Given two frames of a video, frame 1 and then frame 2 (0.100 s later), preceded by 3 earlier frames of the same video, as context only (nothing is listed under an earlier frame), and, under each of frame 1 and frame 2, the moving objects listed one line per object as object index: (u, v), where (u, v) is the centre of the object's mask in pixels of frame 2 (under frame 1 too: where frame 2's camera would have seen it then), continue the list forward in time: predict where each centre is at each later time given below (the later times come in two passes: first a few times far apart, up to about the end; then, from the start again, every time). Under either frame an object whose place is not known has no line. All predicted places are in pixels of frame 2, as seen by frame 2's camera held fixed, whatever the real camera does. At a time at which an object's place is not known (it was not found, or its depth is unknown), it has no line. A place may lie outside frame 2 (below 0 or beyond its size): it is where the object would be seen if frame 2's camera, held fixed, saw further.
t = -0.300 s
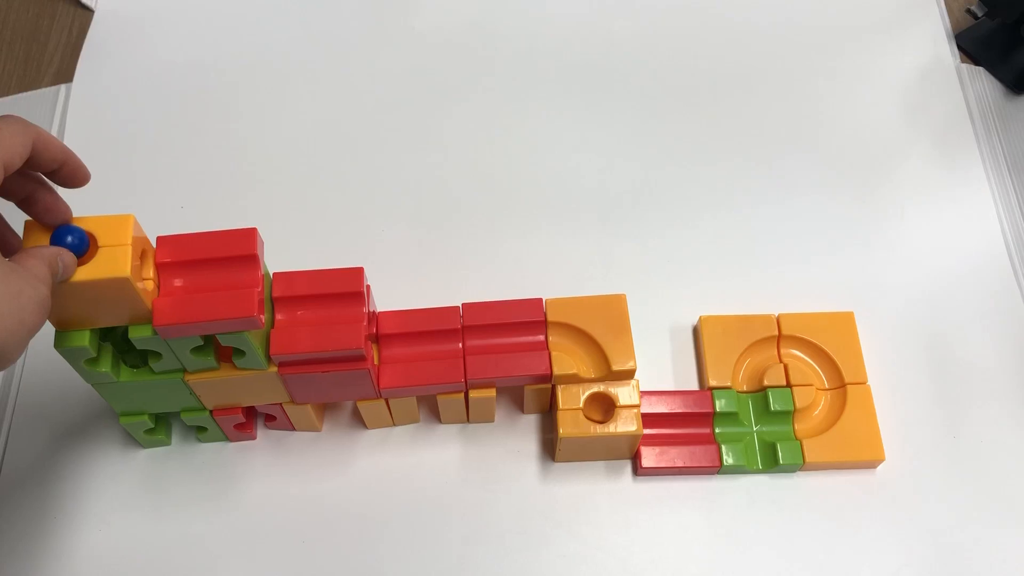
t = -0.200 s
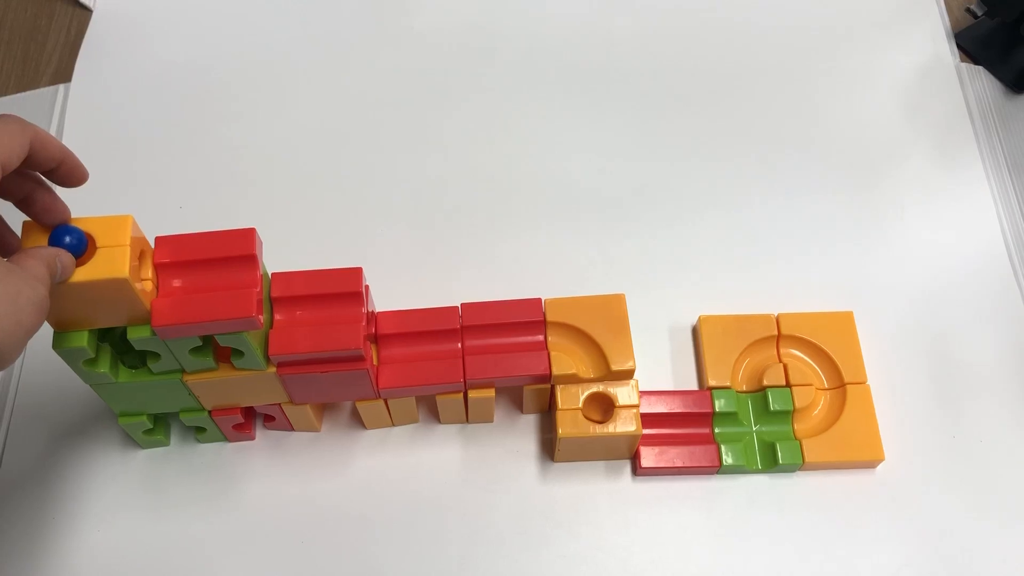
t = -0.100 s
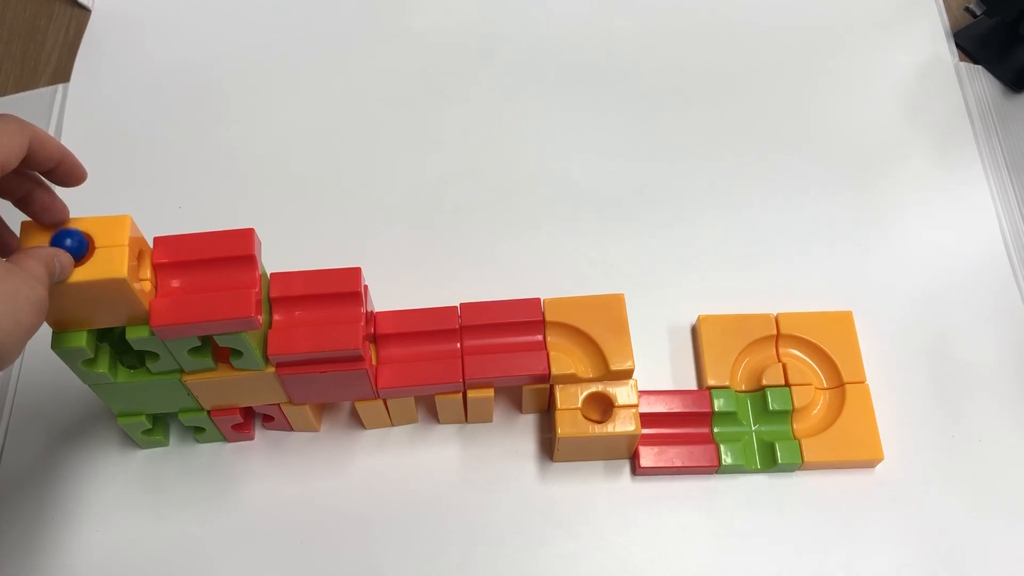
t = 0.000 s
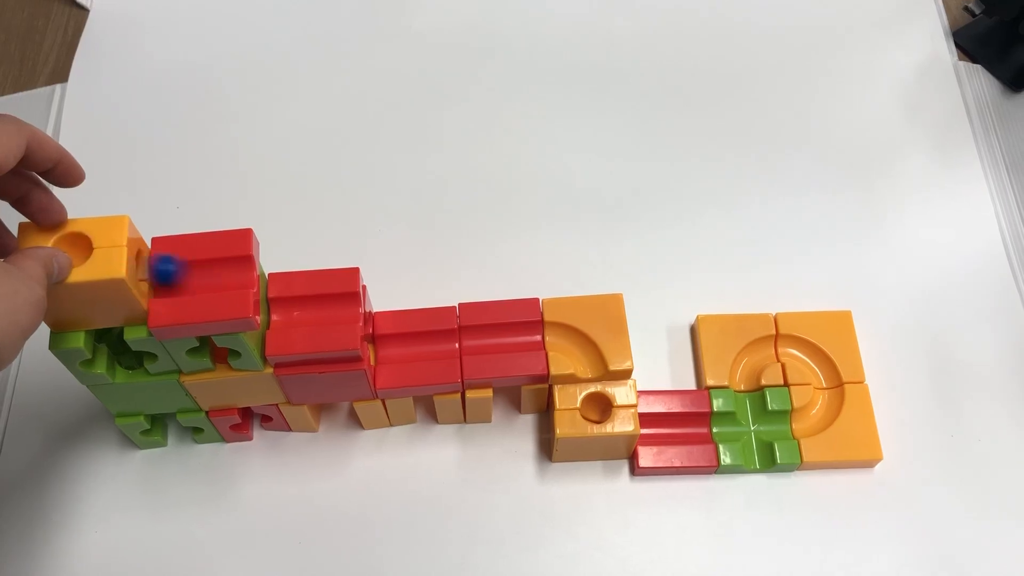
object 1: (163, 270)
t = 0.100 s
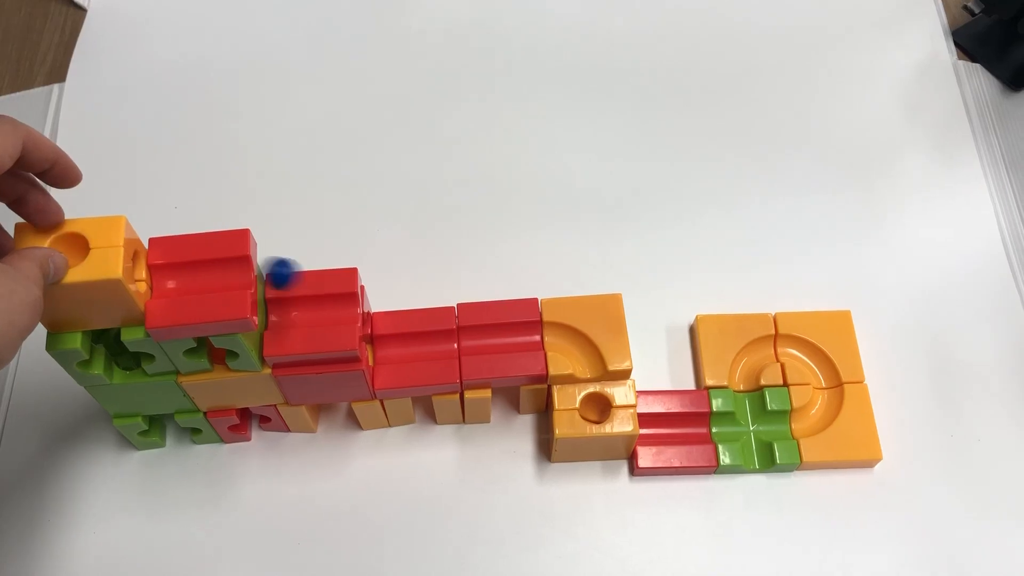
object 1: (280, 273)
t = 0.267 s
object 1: (491, 335)
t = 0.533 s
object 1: (595, 409)
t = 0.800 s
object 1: (790, 426)
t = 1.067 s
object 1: (797, 350)
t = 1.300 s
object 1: (744, 382)
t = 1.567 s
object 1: (754, 424)
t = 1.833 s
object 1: (759, 454)
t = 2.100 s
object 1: (755, 434)
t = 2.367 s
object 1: (753, 419)
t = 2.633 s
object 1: (751, 403)
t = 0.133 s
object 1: (322, 284)
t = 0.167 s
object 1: (362, 303)
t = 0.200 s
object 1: (414, 325)
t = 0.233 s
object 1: (461, 347)
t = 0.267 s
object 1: (491, 335)
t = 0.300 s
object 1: (520, 332)
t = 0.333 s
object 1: (551, 335)
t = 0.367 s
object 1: (577, 343)
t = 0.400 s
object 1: (591, 365)
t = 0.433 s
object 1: (596, 391)
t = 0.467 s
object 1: (599, 410)
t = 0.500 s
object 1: (600, 410)
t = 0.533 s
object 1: (595, 409)
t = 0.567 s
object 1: (601, 414)
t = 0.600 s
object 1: (644, 419)
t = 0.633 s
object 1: (668, 426)
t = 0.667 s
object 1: (698, 429)
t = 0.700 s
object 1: (723, 425)
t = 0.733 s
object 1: (748, 427)
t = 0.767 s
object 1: (774, 425)
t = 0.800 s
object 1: (790, 426)
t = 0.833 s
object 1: (806, 423)
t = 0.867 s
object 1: (819, 414)
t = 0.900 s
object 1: (826, 402)
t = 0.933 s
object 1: (829, 387)
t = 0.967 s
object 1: (825, 376)
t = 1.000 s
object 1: (819, 365)
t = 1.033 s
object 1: (809, 356)
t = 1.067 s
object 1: (797, 350)
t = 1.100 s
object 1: (786, 347)
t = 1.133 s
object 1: (775, 348)
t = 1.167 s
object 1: (763, 351)
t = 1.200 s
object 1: (755, 357)
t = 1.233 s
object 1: (748, 364)
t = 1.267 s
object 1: (744, 374)
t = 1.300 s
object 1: (744, 382)
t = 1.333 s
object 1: (747, 388)
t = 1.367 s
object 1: (749, 394)
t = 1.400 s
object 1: (749, 400)
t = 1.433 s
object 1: (750, 405)
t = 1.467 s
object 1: (751, 410)
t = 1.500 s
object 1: (752, 415)
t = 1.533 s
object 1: (754, 419)
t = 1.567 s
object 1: (754, 424)
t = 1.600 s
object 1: (755, 429)
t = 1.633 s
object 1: (755, 435)
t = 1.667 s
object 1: (756, 440)
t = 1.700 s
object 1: (757, 444)
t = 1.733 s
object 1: (758, 448)
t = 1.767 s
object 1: (758, 451)
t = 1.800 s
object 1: (759, 453)
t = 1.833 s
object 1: (759, 454)
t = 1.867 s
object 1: (759, 454)
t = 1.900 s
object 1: (759, 453)
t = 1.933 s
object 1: (758, 452)
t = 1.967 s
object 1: (758, 449)
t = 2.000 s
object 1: (758, 446)
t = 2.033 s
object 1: (757, 442)
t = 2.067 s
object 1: (756, 438)
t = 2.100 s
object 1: (755, 434)
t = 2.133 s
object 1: (755, 430)
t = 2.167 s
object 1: (754, 428)
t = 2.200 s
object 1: (754, 425)
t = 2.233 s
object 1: (754, 423)
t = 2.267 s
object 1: (753, 422)
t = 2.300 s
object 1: (754, 421)
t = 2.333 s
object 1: (753, 420)
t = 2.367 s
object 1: (753, 419)
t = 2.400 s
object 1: (754, 417)
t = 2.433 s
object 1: (753, 416)
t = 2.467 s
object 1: (752, 415)
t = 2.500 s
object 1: (753, 414)
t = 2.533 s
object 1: (752, 412)
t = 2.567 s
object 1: (752, 409)
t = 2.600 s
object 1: (751, 406)
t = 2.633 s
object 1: (751, 403)
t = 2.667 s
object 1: (750, 399)
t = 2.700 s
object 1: (750, 396)
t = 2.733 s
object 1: (749, 393)
